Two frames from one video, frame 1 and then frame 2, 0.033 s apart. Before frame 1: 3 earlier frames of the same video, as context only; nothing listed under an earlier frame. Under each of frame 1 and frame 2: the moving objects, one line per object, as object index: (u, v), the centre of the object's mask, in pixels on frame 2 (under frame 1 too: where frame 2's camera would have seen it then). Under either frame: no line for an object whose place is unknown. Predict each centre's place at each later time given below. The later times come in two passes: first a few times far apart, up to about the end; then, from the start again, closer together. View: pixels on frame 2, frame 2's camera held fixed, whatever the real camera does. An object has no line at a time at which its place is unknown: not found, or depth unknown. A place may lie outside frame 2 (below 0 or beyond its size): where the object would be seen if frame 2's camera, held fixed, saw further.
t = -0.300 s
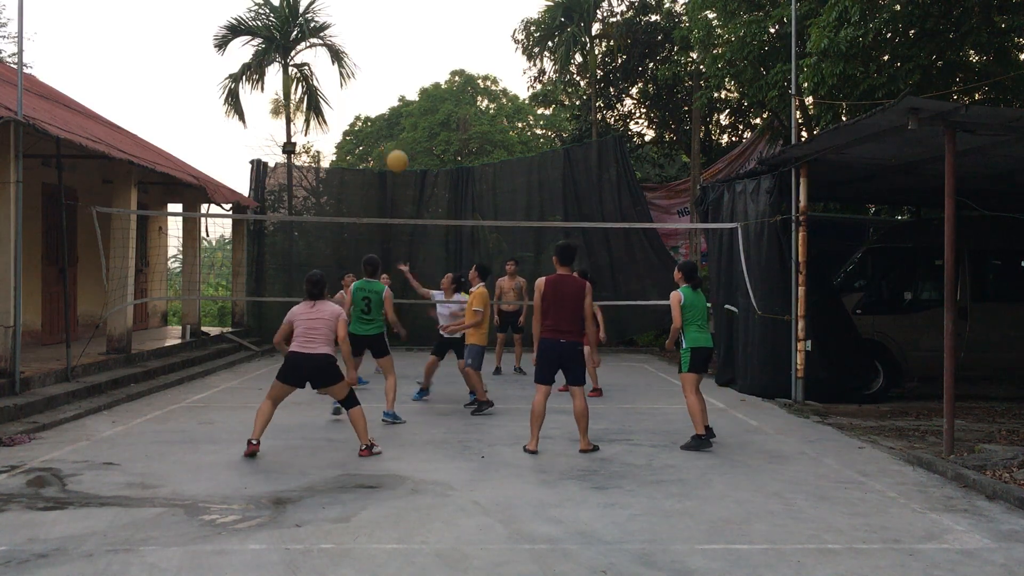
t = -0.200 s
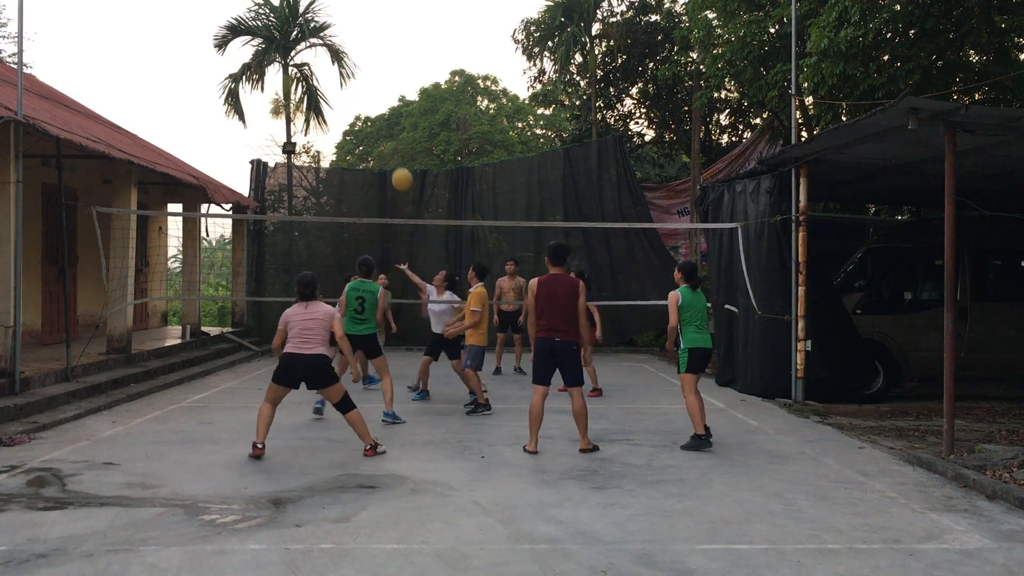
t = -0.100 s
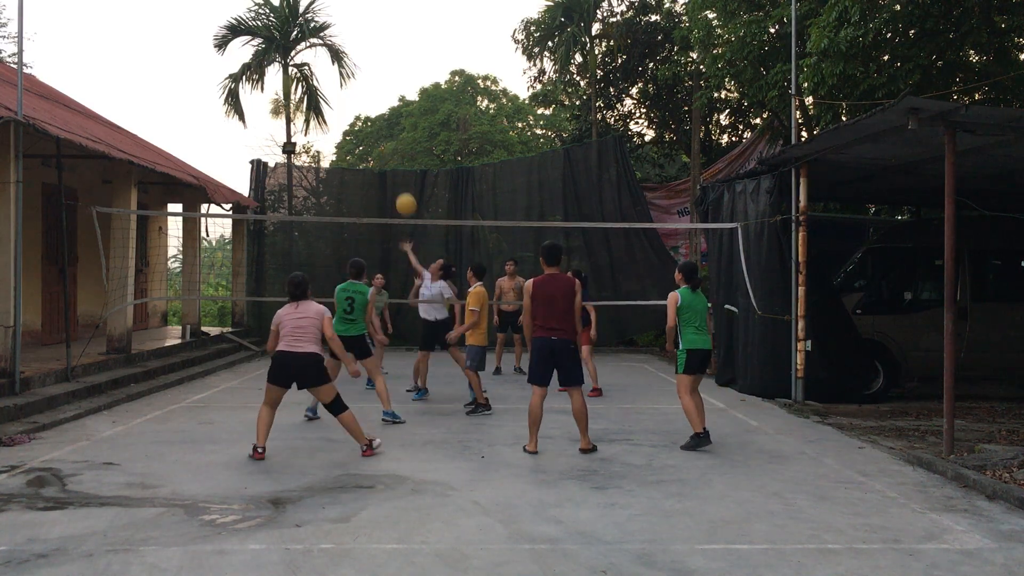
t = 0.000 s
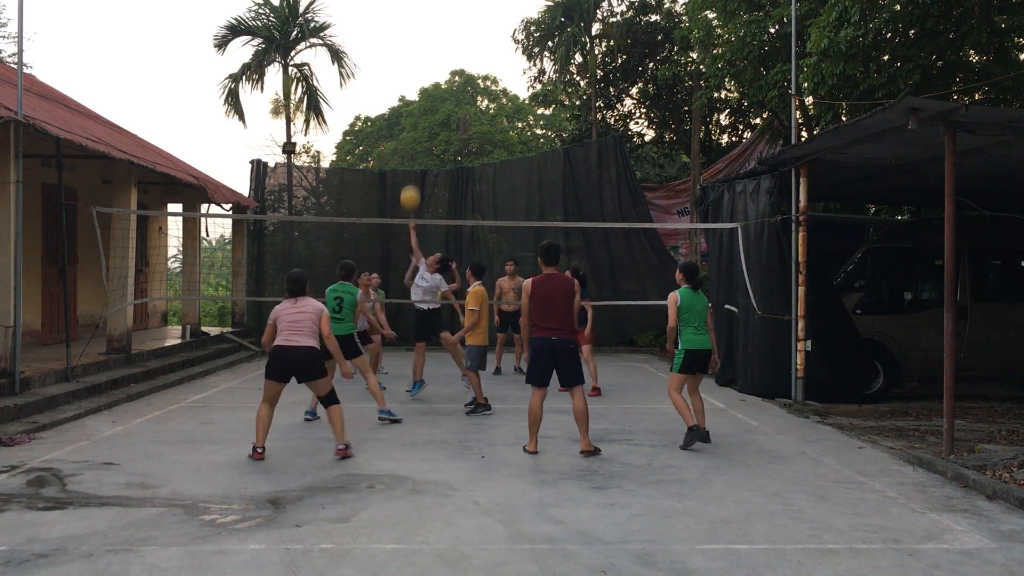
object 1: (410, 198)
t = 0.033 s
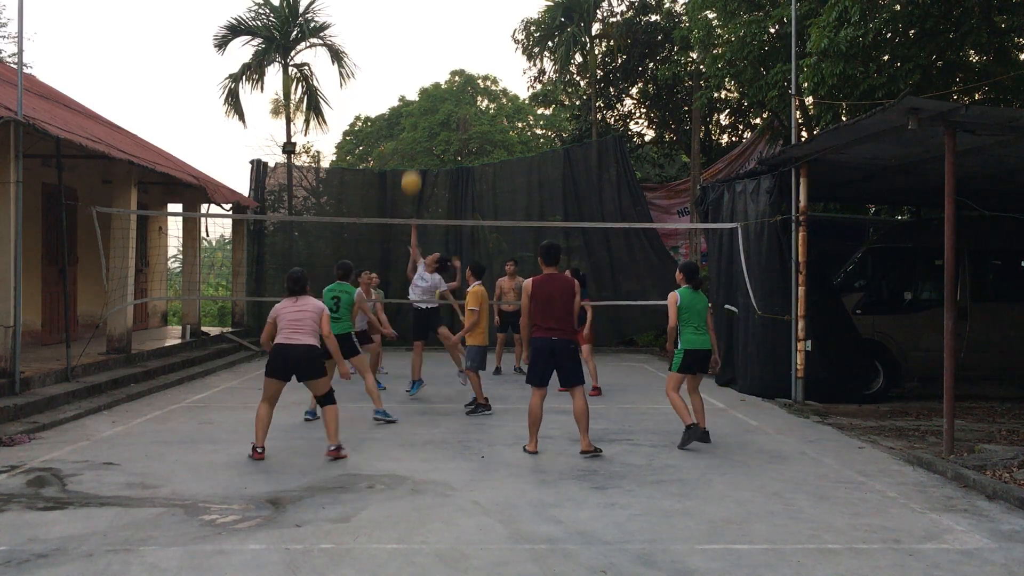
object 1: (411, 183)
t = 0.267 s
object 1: (419, 99)
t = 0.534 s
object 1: (427, 53)
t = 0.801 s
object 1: (435, 69)
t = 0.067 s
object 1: (412, 168)
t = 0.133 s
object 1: (415, 141)
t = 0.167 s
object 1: (416, 129)
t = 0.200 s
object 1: (416, 117)
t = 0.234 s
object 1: (418, 108)
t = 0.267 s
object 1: (419, 99)
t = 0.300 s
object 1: (420, 90)
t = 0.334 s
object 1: (421, 82)
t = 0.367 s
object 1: (422, 74)
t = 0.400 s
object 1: (423, 68)
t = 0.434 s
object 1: (424, 63)
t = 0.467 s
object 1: (425, 59)
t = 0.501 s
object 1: (426, 56)
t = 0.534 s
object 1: (427, 53)
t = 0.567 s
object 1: (428, 52)
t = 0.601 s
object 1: (429, 51)
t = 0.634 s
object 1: (430, 51)
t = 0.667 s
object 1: (431, 53)
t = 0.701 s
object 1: (432, 55)
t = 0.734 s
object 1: (433, 59)
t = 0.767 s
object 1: (434, 63)
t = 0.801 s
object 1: (435, 69)
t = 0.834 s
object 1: (436, 76)
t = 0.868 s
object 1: (436, 84)
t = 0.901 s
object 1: (438, 92)
